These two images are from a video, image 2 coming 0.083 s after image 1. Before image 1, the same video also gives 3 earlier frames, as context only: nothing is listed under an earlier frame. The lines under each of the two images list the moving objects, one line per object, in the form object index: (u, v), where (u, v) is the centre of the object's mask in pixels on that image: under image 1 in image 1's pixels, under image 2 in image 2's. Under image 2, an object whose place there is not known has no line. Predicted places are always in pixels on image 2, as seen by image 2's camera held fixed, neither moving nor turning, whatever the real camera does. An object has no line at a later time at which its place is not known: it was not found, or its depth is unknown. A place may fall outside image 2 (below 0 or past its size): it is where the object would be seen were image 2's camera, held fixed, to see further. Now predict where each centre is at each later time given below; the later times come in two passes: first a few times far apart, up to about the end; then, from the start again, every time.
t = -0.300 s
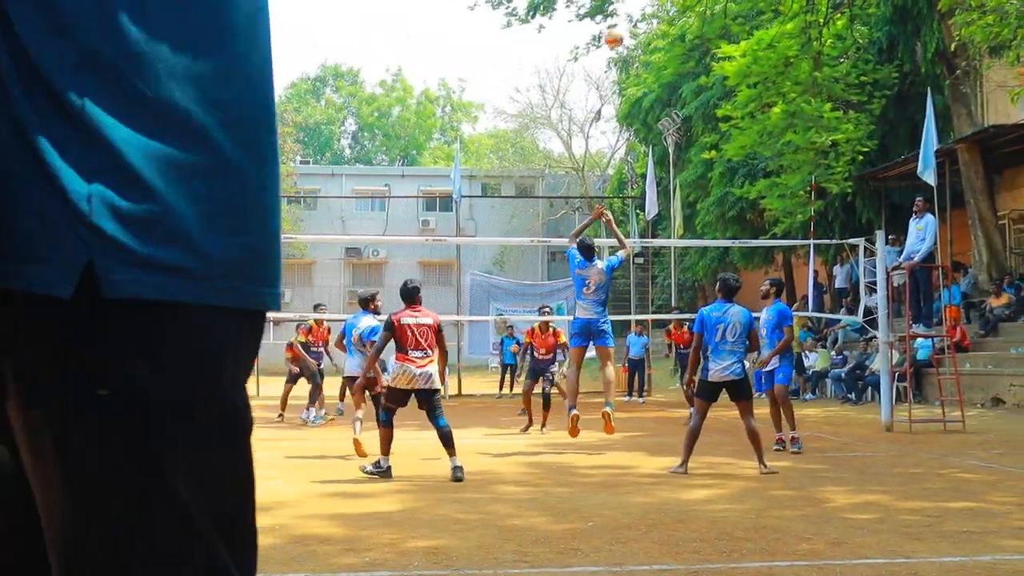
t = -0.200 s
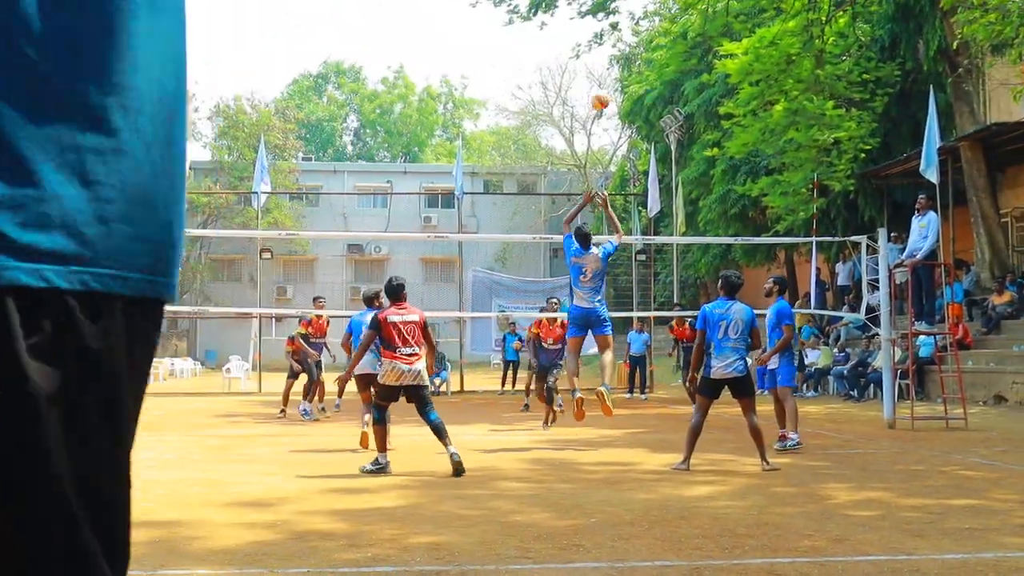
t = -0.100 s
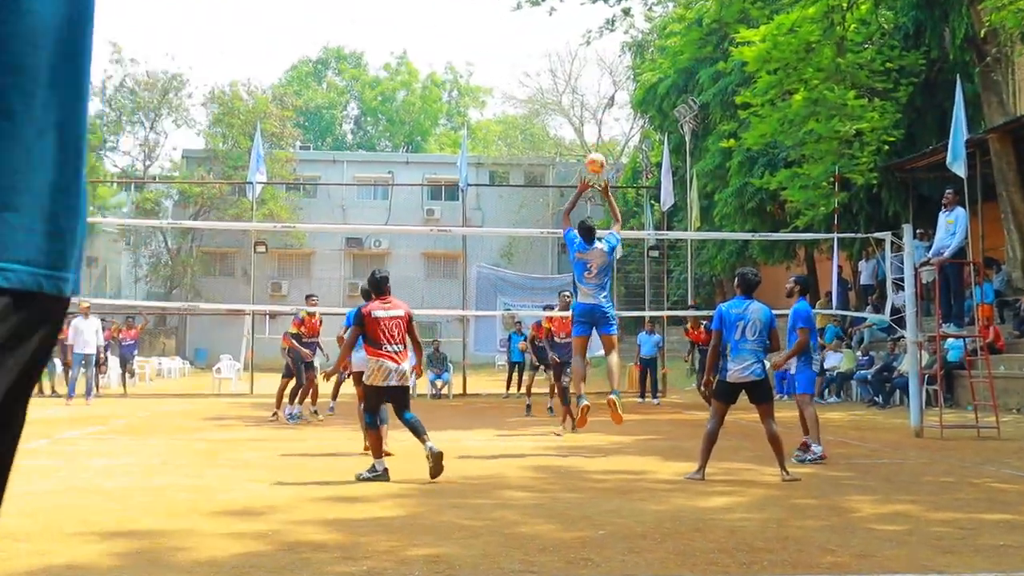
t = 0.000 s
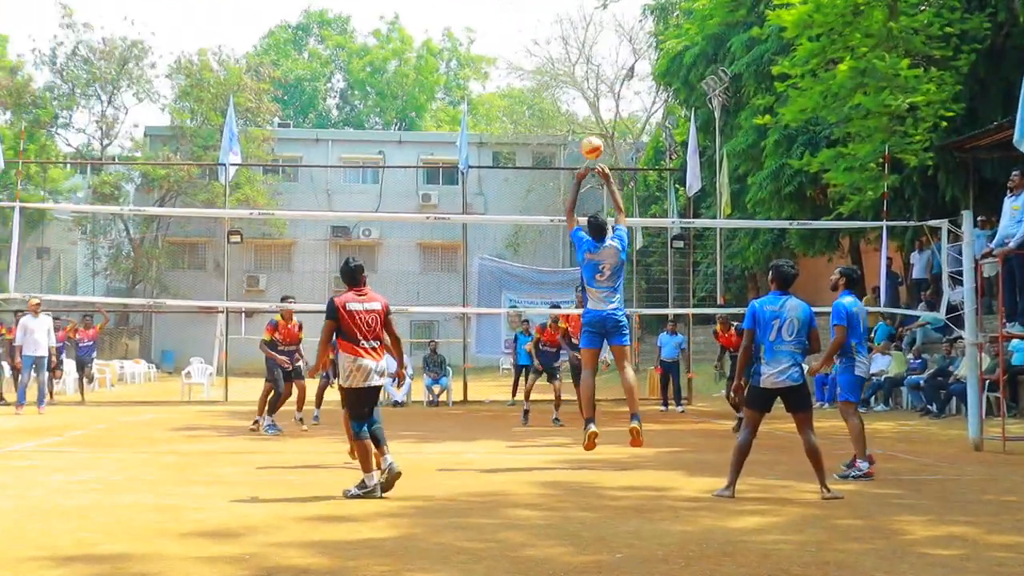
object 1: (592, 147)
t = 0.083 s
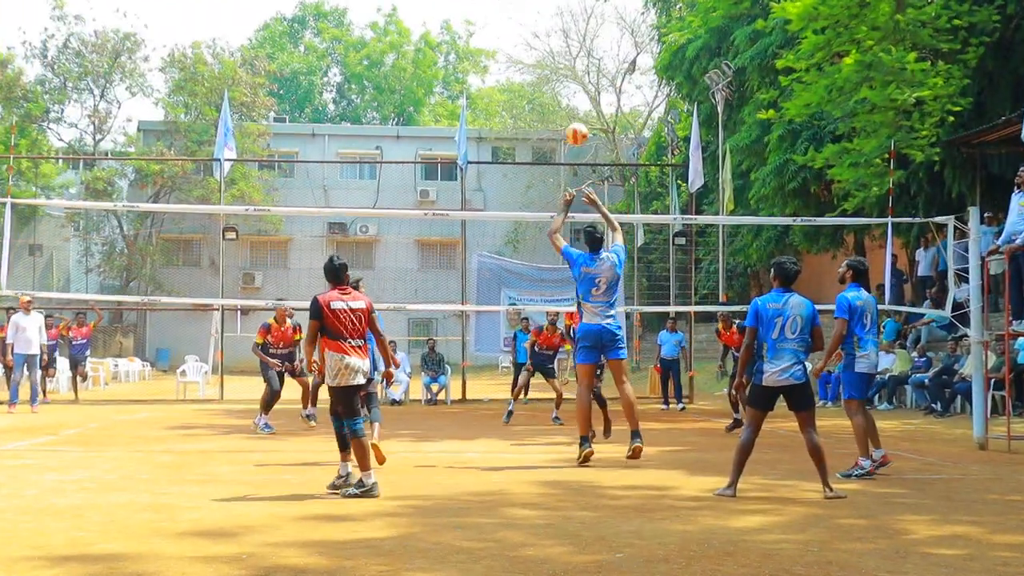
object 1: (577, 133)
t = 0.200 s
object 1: (555, 130)
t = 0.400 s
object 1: (522, 160)
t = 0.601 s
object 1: (494, 223)
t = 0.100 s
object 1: (573, 132)
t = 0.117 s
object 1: (571, 131)
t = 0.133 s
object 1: (567, 130)
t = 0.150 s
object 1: (564, 130)
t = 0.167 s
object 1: (561, 130)
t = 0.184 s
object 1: (558, 130)
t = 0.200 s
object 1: (555, 130)
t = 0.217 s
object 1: (553, 132)
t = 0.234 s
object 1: (549, 133)
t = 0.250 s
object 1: (546, 135)
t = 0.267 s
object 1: (544, 136)
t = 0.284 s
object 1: (541, 139)
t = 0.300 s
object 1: (538, 141)
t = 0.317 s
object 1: (535, 144)
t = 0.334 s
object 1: (533, 146)
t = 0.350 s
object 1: (530, 150)
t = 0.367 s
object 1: (527, 153)
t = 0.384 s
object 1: (524, 156)
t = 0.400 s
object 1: (522, 160)
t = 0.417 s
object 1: (519, 164)
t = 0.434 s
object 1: (516, 168)
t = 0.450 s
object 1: (514, 172)
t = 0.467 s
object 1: (512, 177)
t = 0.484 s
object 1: (509, 182)
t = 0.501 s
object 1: (506, 187)
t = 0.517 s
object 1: (504, 192)
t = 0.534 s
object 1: (502, 198)
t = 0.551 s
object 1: (500, 201)
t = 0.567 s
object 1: (498, 205)
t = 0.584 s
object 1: (495, 221)
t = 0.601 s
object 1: (494, 223)
